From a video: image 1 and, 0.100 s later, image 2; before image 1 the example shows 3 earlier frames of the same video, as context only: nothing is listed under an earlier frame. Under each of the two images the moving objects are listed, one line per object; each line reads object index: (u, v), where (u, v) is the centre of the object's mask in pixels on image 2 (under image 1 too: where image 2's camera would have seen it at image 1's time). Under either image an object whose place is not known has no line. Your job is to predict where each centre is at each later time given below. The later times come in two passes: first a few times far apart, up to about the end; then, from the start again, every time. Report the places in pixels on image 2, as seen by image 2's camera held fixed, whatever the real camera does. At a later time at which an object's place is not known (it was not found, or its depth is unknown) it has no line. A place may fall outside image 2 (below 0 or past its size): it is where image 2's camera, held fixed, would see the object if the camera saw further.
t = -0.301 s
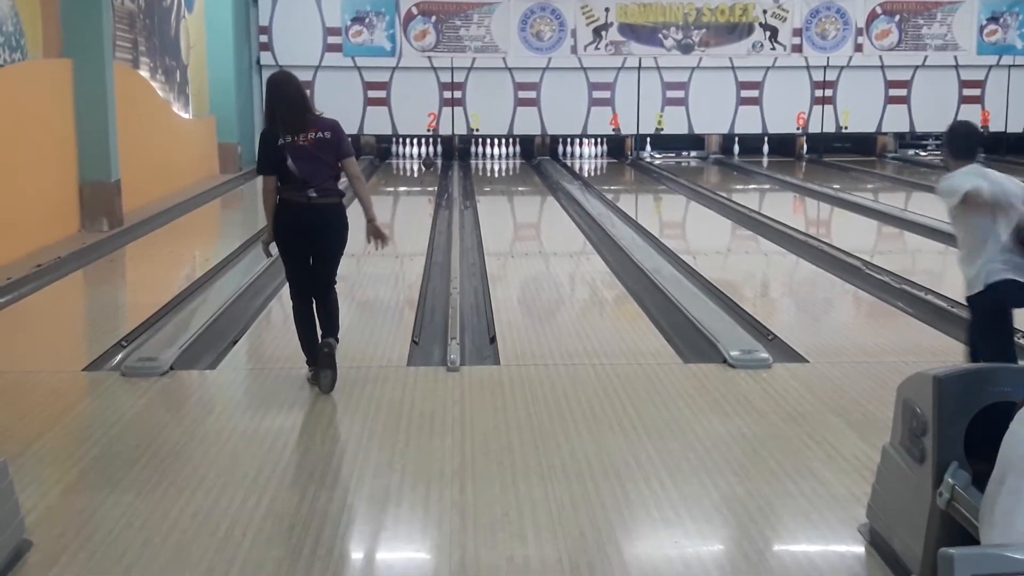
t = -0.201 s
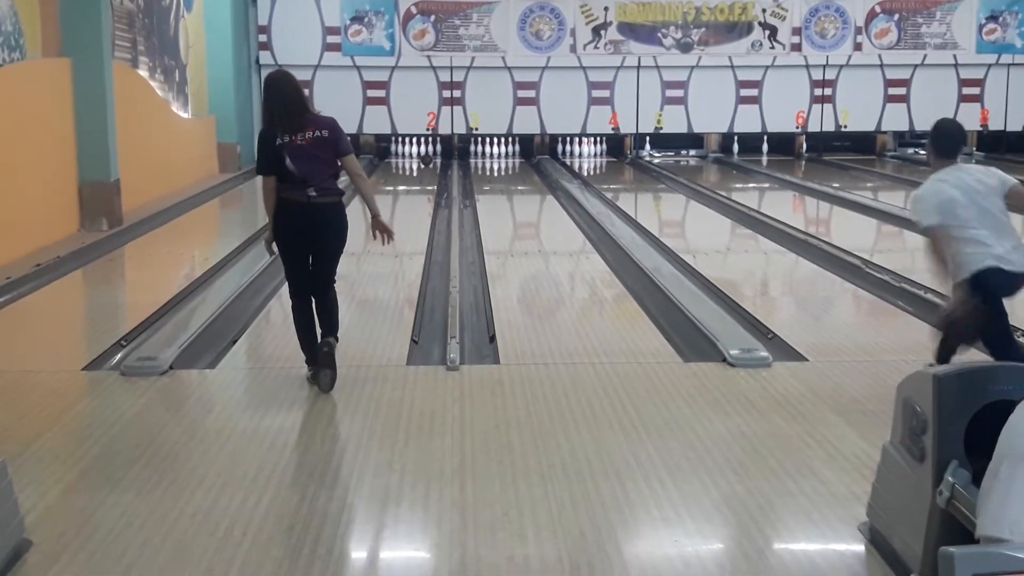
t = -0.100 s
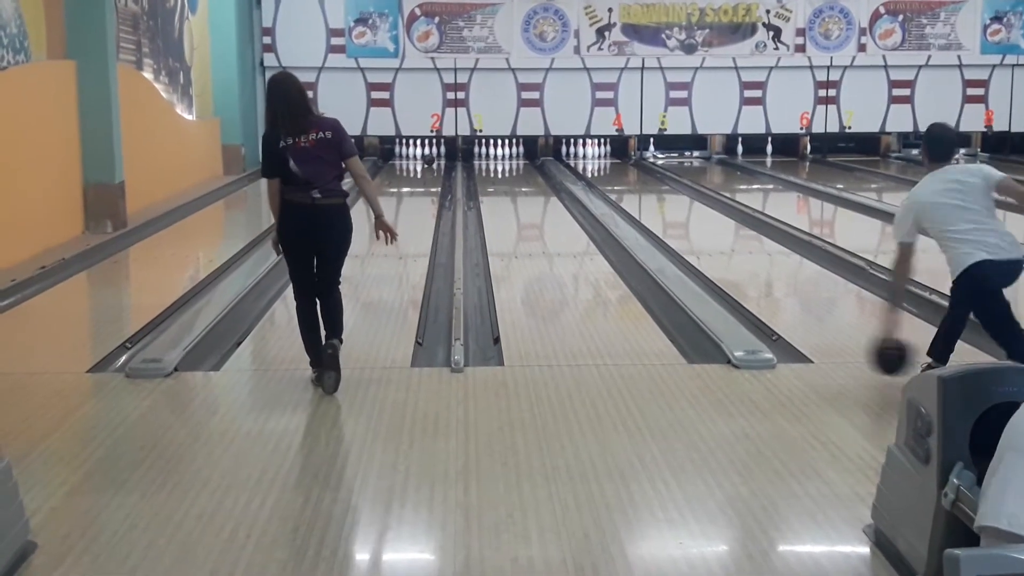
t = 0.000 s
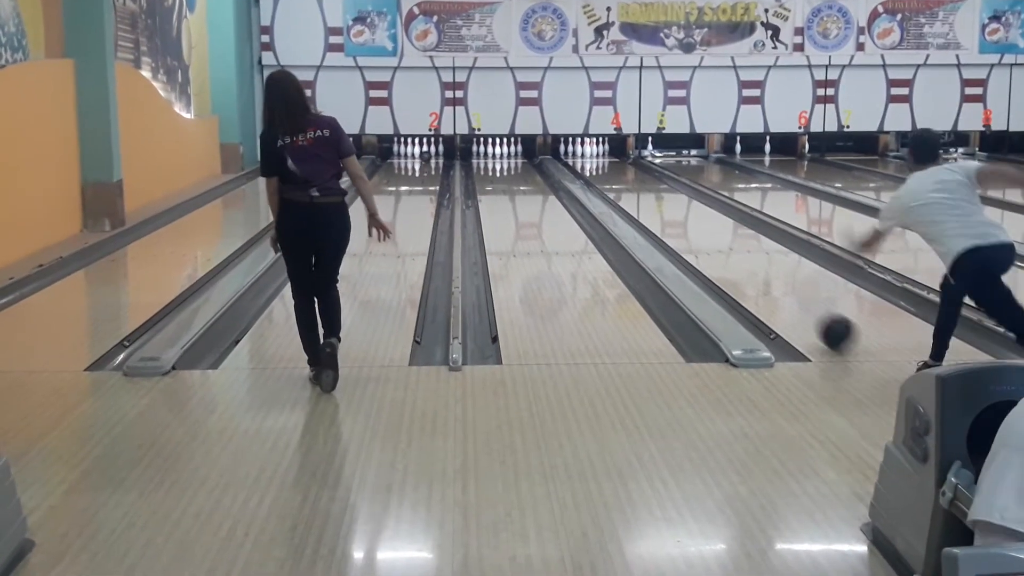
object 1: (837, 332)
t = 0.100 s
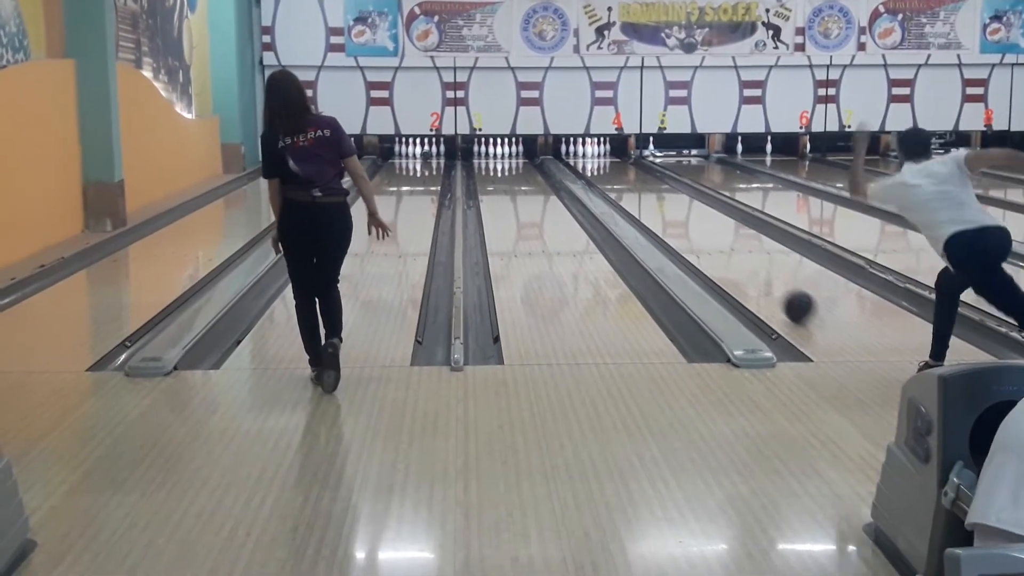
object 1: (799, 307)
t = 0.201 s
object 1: (765, 285)
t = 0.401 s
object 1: (717, 252)
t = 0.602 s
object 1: (681, 228)
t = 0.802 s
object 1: (654, 210)
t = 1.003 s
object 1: (633, 196)
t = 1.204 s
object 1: (617, 185)
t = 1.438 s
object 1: (601, 174)
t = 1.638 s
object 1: (592, 167)
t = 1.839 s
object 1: (585, 161)
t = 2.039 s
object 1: (579, 155)
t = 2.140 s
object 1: (579, 154)
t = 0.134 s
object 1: (786, 299)
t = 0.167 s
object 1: (775, 291)
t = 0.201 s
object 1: (765, 285)
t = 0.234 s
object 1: (756, 279)
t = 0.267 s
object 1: (747, 273)
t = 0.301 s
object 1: (739, 267)
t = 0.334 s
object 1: (731, 262)
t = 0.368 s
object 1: (724, 257)
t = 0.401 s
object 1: (717, 252)
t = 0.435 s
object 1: (710, 248)
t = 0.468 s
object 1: (703, 244)
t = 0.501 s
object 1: (697, 239)
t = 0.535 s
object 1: (692, 236)
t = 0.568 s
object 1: (686, 232)
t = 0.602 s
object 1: (681, 228)
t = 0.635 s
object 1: (676, 225)
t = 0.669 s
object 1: (671, 221)
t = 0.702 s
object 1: (667, 219)
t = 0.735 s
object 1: (662, 216)
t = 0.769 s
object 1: (658, 213)
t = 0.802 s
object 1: (654, 210)
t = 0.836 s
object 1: (650, 208)
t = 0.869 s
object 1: (646, 205)
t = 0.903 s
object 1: (643, 202)
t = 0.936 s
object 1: (640, 200)
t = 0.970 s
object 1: (636, 198)
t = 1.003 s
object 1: (633, 196)
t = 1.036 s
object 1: (630, 194)
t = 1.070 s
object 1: (627, 192)
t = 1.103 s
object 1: (625, 190)
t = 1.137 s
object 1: (622, 189)
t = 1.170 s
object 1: (619, 187)
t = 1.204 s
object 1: (617, 185)
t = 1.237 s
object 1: (614, 184)
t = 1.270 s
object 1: (611, 181)
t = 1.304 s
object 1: (609, 180)
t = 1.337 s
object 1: (607, 179)
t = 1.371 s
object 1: (605, 177)
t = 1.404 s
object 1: (603, 175)
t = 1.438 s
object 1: (601, 174)
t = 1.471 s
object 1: (599, 173)
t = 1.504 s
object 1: (598, 171)
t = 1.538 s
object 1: (596, 170)
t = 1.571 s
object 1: (594, 169)
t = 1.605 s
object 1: (593, 168)
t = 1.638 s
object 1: (592, 167)
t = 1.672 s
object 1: (590, 165)
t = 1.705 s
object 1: (589, 164)
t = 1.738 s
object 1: (588, 163)
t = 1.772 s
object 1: (587, 162)
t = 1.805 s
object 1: (585, 161)
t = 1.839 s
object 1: (585, 161)
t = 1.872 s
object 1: (584, 159)
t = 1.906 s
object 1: (583, 159)
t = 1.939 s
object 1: (582, 158)
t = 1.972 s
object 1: (581, 157)
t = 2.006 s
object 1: (580, 156)
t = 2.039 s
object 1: (579, 155)
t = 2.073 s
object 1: (579, 154)
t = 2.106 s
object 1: (579, 154)
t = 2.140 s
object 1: (579, 154)
